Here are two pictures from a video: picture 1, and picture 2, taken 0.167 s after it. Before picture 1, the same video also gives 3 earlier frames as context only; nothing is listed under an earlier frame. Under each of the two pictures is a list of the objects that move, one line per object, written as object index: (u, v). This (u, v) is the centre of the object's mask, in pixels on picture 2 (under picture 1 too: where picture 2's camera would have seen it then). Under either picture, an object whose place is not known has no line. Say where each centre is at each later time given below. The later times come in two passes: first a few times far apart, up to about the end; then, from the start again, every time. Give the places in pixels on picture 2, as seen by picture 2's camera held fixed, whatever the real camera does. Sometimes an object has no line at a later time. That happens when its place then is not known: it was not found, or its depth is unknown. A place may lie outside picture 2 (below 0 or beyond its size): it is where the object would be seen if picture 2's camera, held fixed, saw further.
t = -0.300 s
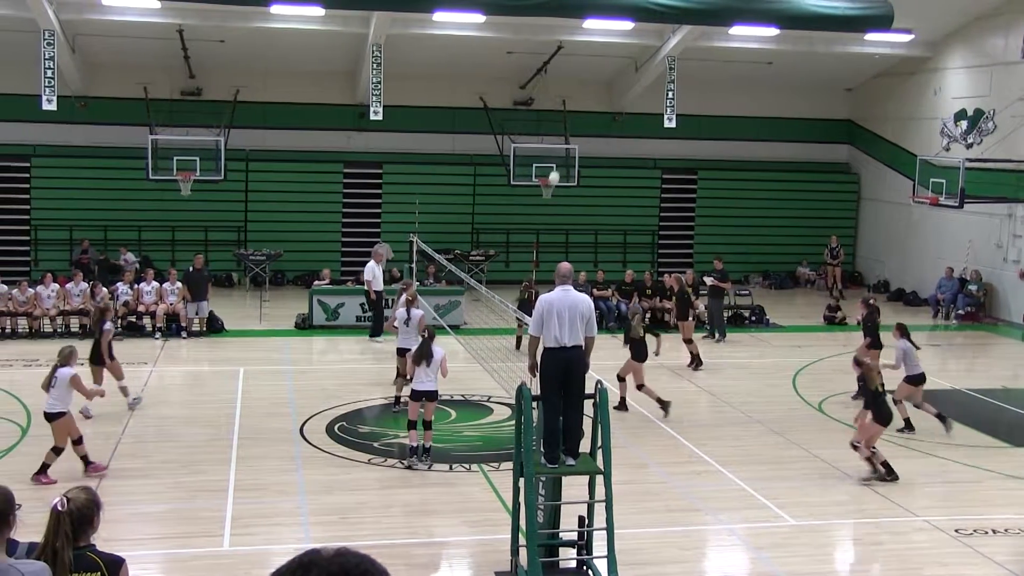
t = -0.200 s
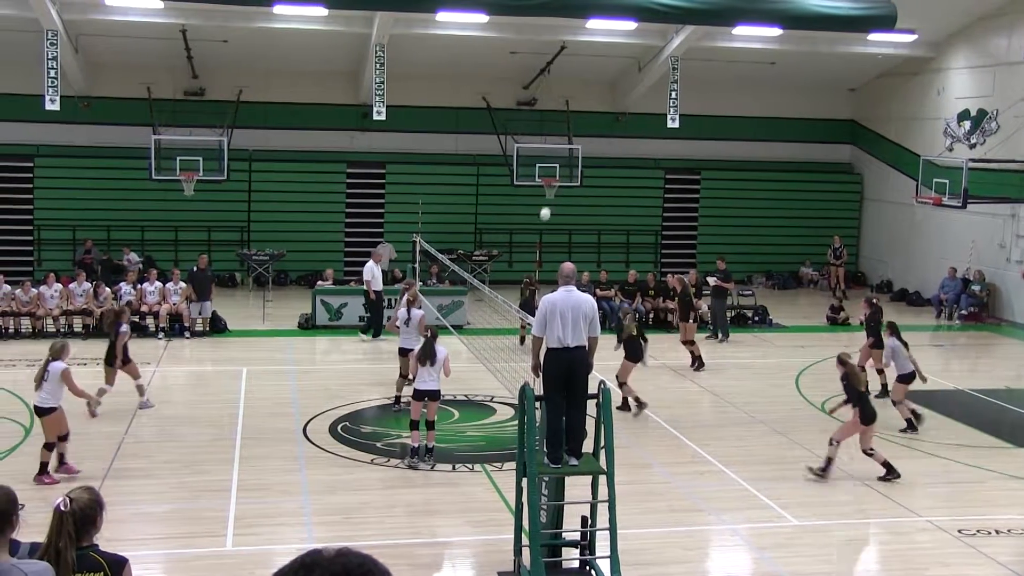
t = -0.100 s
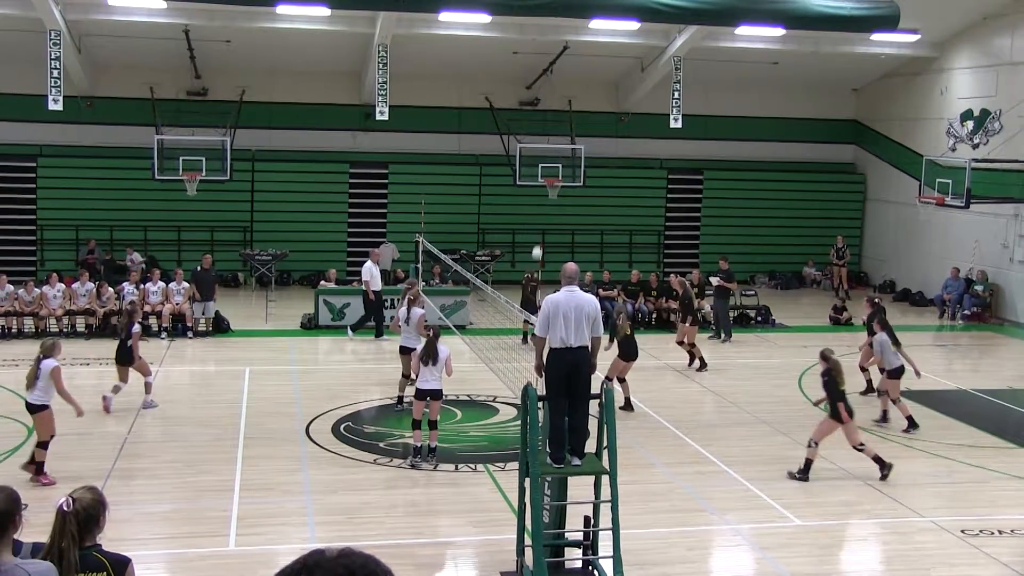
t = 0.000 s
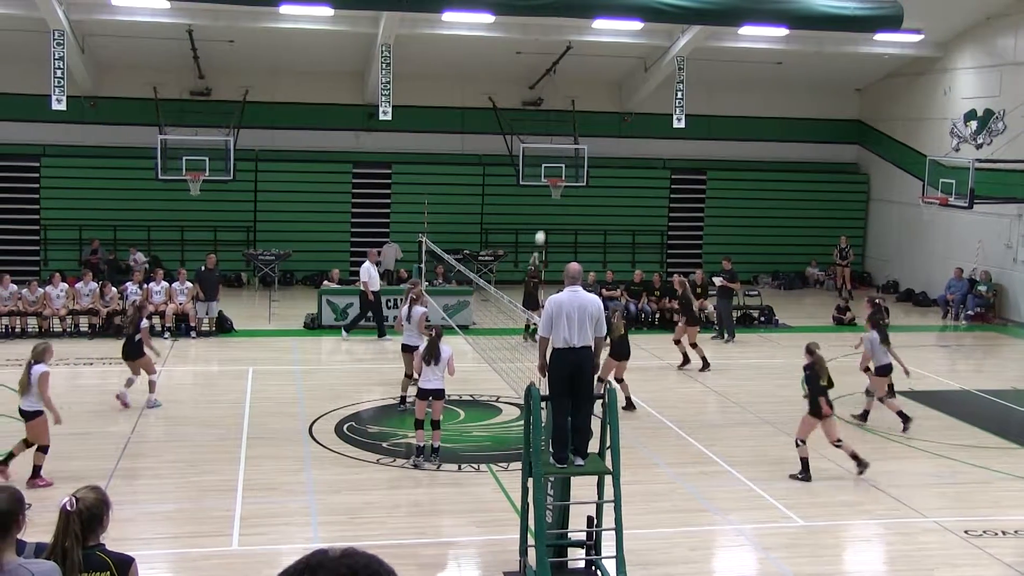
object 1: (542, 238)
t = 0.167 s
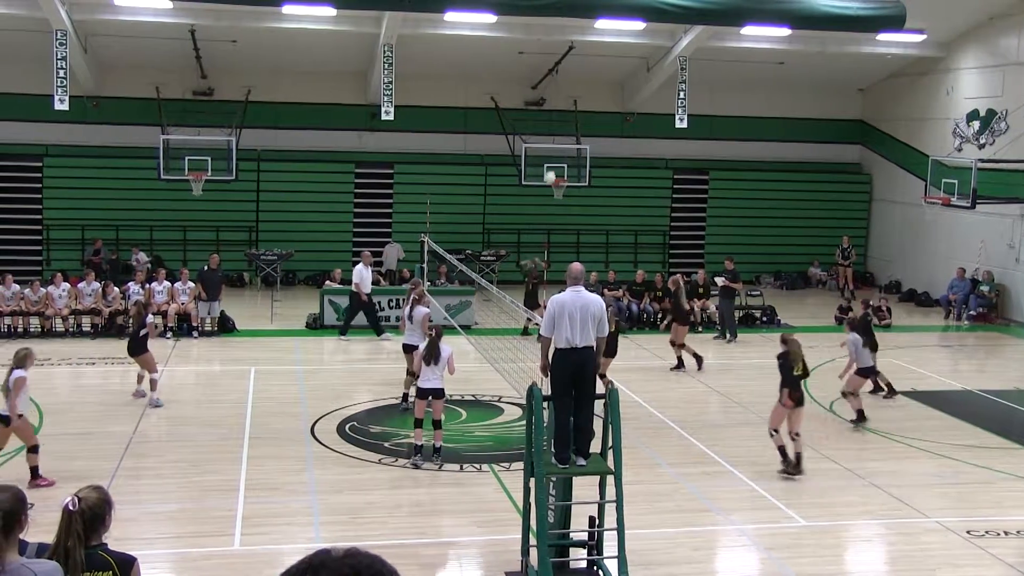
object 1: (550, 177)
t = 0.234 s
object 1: (553, 157)
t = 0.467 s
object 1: (565, 102)
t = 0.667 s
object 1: (573, 75)
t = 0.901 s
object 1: (582, 71)
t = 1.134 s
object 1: (589, 96)
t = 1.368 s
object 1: (597, 151)
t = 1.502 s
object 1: (603, 196)
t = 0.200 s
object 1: (551, 167)
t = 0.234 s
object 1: (553, 157)
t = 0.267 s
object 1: (555, 147)
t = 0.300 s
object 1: (557, 139)
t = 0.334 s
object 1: (558, 130)
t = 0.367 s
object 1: (560, 122)
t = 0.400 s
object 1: (561, 115)
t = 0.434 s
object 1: (563, 108)
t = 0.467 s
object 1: (565, 102)
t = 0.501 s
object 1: (566, 96)
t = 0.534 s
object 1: (567, 91)
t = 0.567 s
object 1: (569, 86)
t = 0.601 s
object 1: (570, 82)
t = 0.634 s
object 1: (572, 78)
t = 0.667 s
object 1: (573, 75)
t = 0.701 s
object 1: (574, 73)
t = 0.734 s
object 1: (576, 71)
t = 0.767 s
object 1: (577, 70)
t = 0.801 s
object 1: (578, 69)
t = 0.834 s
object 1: (580, 69)
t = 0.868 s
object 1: (581, 70)
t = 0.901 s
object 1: (582, 71)
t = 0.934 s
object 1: (584, 72)
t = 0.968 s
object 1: (585, 75)
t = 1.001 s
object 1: (586, 78)
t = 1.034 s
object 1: (587, 81)
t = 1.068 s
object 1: (588, 85)
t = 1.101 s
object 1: (588, 90)
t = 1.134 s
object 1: (589, 96)
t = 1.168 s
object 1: (590, 102)
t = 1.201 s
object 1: (591, 108)
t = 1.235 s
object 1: (592, 116)
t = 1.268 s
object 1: (593, 123)
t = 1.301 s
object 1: (594, 132)
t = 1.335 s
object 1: (596, 141)
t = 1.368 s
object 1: (597, 151)
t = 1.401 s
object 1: (598, 161)
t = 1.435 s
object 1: (600, 172)
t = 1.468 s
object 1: (601, 184)
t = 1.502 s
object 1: (603, 196)
